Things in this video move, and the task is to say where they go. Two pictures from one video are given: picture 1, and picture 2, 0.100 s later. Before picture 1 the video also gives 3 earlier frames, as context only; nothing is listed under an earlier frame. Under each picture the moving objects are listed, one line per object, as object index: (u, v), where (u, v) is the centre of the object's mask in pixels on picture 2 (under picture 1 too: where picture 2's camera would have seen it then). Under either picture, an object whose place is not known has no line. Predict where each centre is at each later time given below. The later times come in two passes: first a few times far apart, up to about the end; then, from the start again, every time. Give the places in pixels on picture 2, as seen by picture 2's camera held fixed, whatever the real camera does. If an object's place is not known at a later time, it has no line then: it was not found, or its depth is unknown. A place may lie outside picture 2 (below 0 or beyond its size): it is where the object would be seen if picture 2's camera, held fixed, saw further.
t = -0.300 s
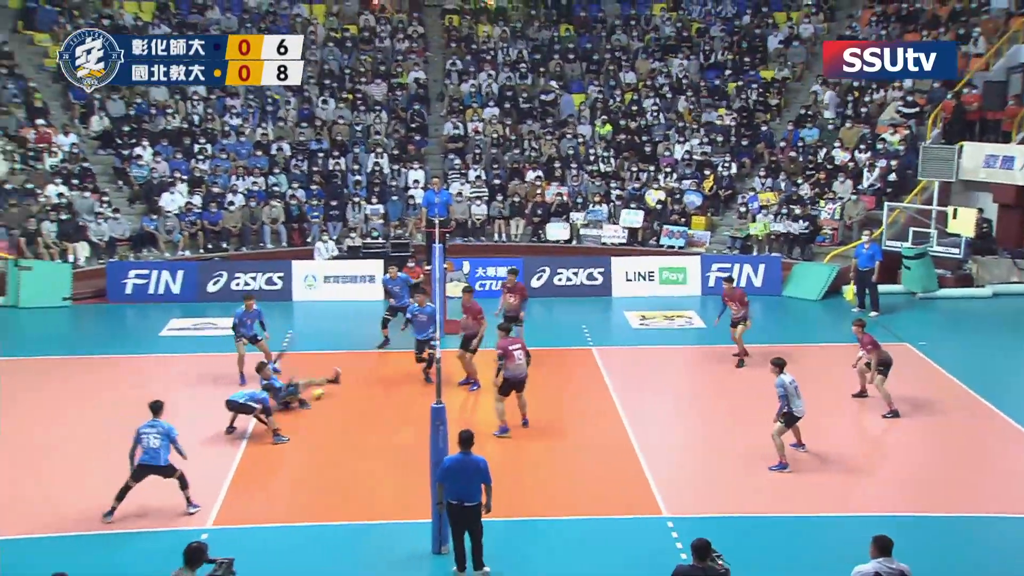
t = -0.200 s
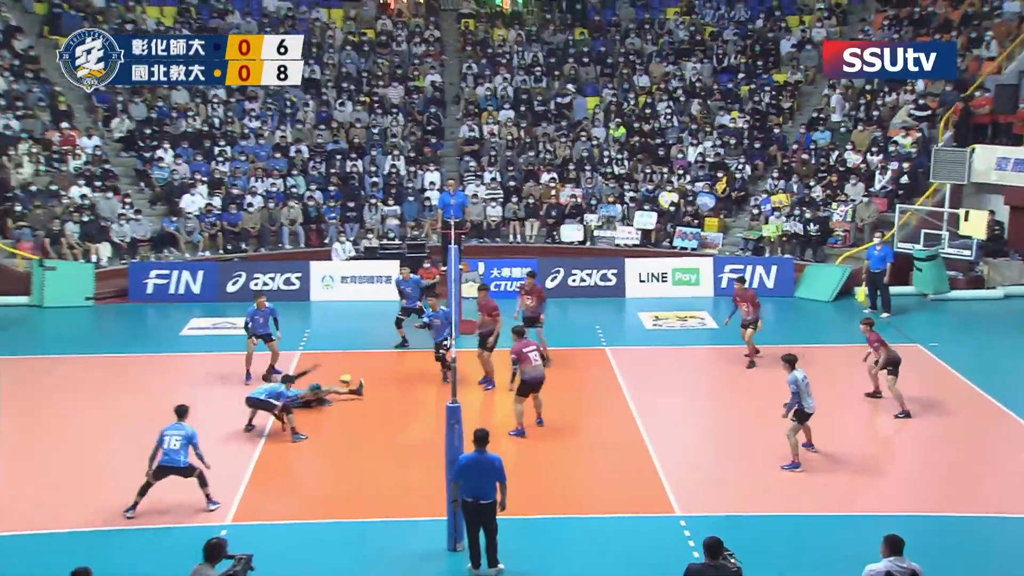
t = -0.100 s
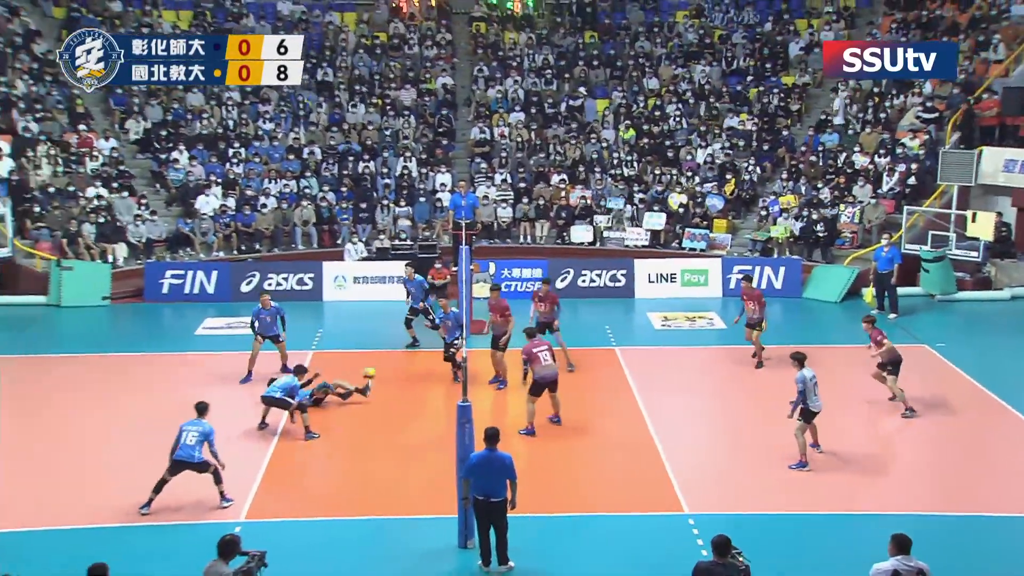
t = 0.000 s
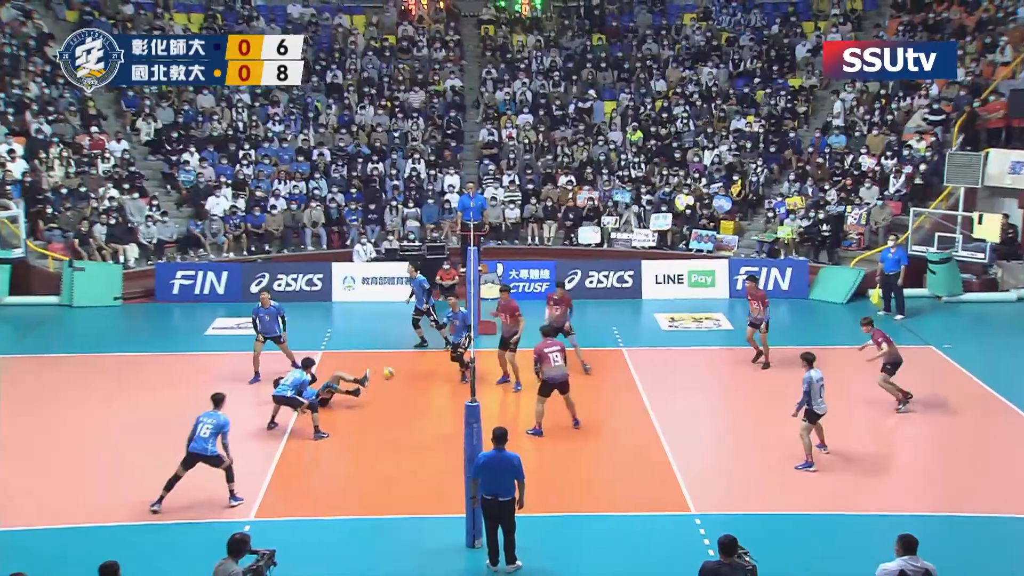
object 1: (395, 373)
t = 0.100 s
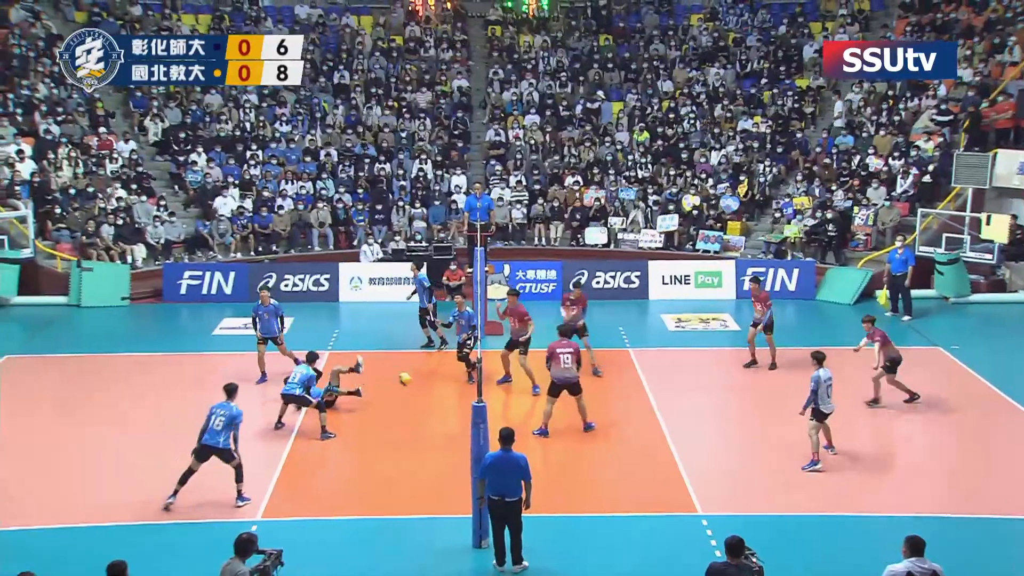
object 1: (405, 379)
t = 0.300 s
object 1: (426, 406)
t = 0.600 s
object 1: (460, 429)
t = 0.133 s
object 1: (409, 382)
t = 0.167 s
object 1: (412, 386)
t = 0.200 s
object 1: (415, 390)
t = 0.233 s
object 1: (419, 395)
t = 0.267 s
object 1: (423, 402)
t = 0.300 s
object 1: (426, 406)
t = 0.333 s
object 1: (430, 414)
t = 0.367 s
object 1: (433, 423)
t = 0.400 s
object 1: (437, 431)
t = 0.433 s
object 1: (441, 441)
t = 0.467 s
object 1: (445, 448)
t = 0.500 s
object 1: (448, 442)
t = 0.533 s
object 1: (452, 437)
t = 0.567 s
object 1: (455, 432)
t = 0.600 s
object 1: (460, 429)
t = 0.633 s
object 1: (463, 426)
